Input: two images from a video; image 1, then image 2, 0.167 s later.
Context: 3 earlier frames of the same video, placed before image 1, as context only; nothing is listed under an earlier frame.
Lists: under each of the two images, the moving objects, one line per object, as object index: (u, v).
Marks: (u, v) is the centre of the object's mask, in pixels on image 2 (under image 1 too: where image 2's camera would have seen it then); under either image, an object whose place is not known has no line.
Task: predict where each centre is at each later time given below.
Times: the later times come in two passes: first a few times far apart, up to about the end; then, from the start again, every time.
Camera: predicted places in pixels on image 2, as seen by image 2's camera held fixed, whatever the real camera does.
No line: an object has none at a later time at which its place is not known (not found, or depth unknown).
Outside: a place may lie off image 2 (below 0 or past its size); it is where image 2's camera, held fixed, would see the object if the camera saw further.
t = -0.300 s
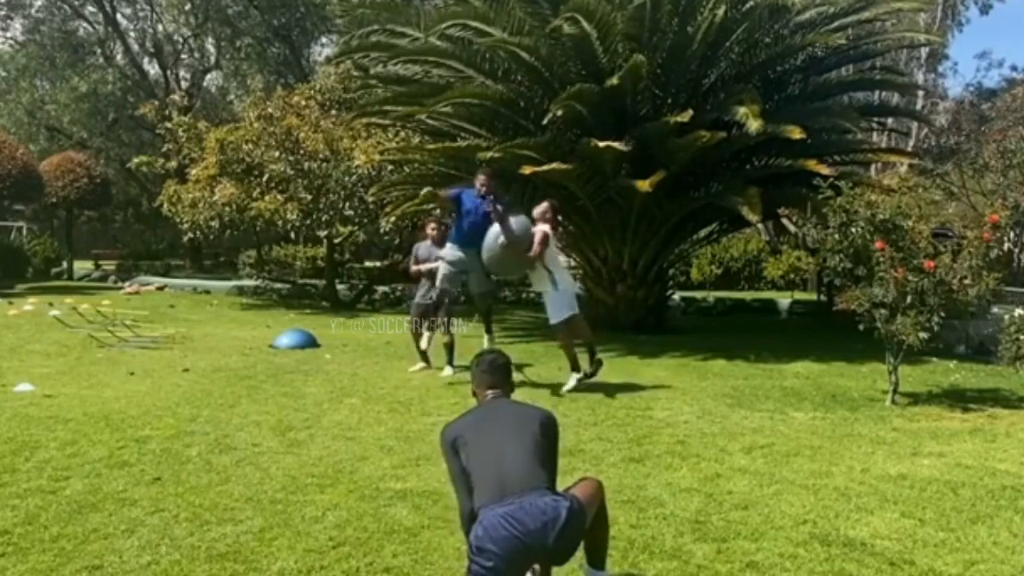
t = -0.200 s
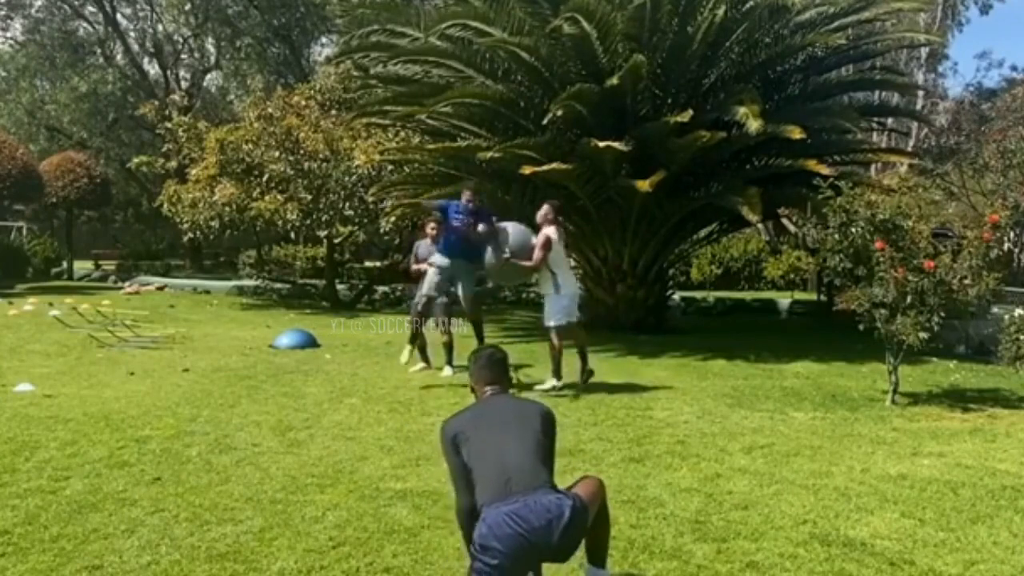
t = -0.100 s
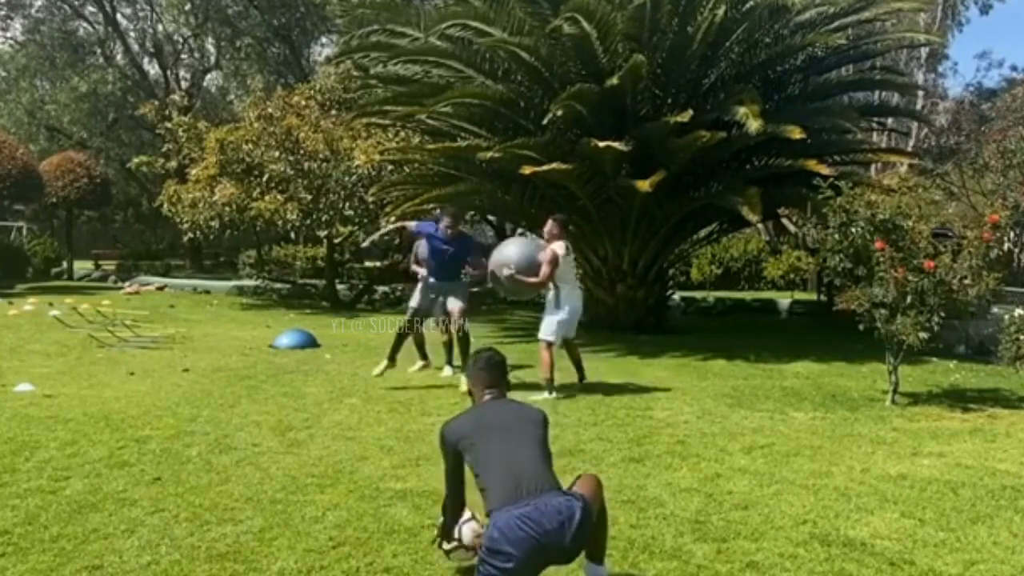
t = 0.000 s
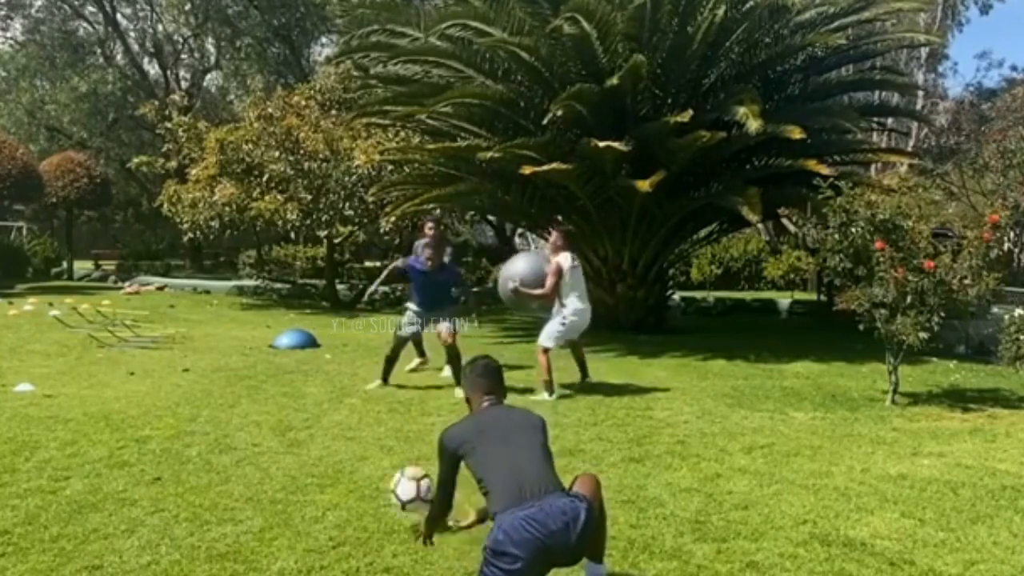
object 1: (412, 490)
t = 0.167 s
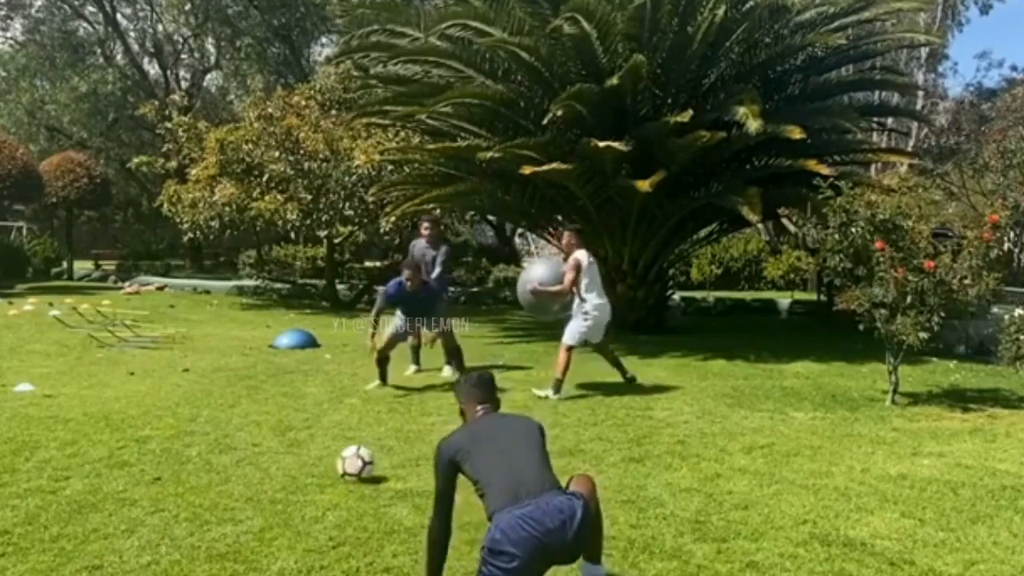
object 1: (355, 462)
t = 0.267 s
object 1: (341, 440)
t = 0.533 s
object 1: (314, 416)
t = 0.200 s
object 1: (351, 452)
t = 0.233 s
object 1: (346, 445)
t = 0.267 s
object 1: (341, 440)
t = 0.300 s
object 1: (337, 436)
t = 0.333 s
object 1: (333, 433)
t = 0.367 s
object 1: (329, 433)
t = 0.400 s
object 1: (325, 432)
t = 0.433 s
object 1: (322, 427)
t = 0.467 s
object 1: (320, 421)
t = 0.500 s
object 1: (317, 418)
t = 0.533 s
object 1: (314, 416)
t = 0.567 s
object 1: (312, 415)
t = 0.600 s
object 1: (310, 412)
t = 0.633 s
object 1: (307, 407)
